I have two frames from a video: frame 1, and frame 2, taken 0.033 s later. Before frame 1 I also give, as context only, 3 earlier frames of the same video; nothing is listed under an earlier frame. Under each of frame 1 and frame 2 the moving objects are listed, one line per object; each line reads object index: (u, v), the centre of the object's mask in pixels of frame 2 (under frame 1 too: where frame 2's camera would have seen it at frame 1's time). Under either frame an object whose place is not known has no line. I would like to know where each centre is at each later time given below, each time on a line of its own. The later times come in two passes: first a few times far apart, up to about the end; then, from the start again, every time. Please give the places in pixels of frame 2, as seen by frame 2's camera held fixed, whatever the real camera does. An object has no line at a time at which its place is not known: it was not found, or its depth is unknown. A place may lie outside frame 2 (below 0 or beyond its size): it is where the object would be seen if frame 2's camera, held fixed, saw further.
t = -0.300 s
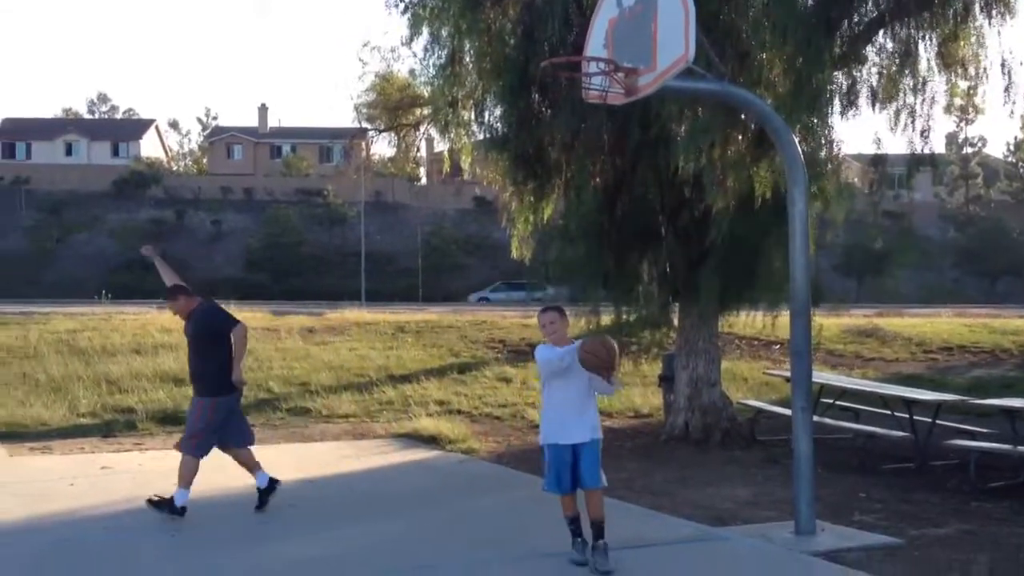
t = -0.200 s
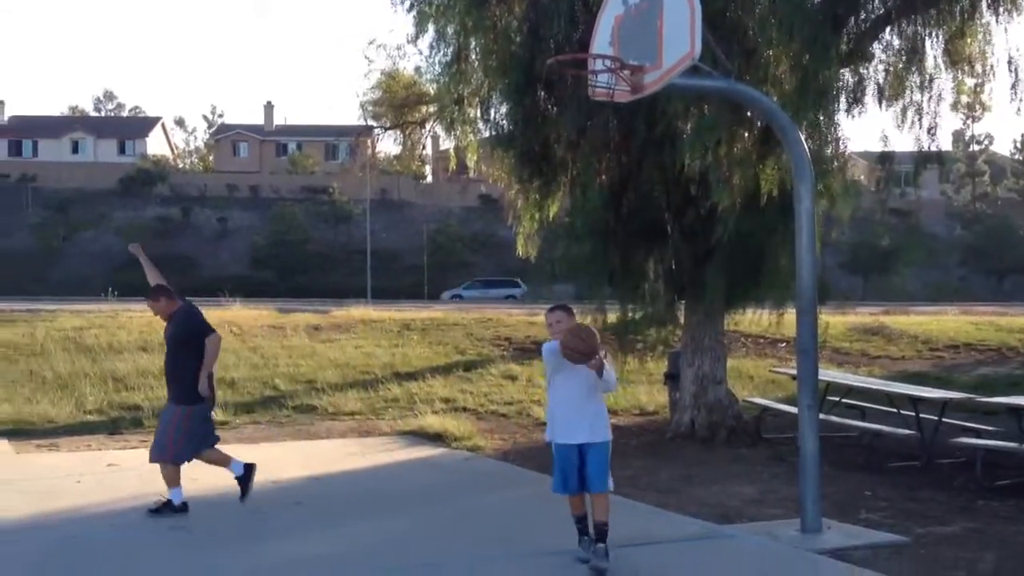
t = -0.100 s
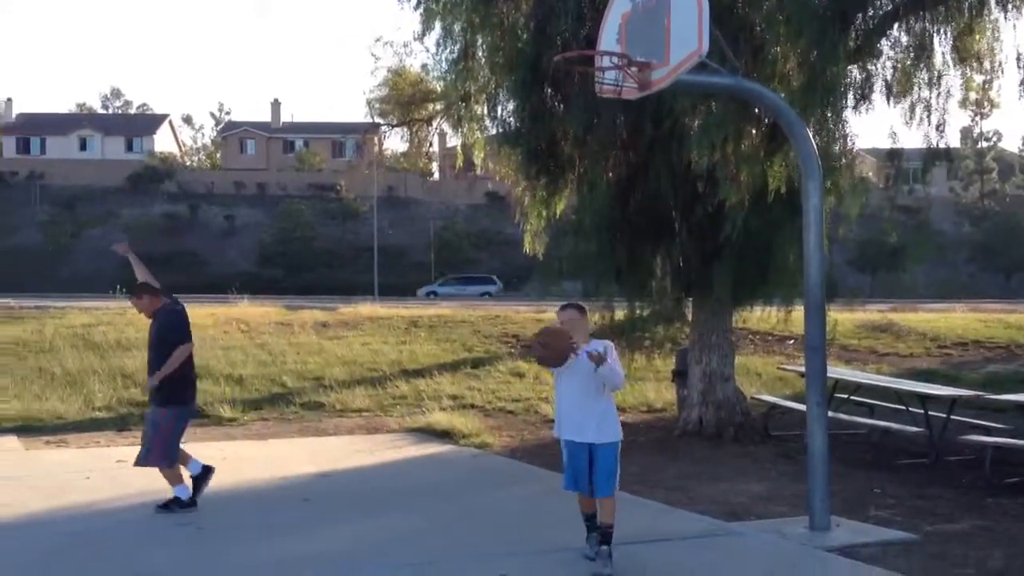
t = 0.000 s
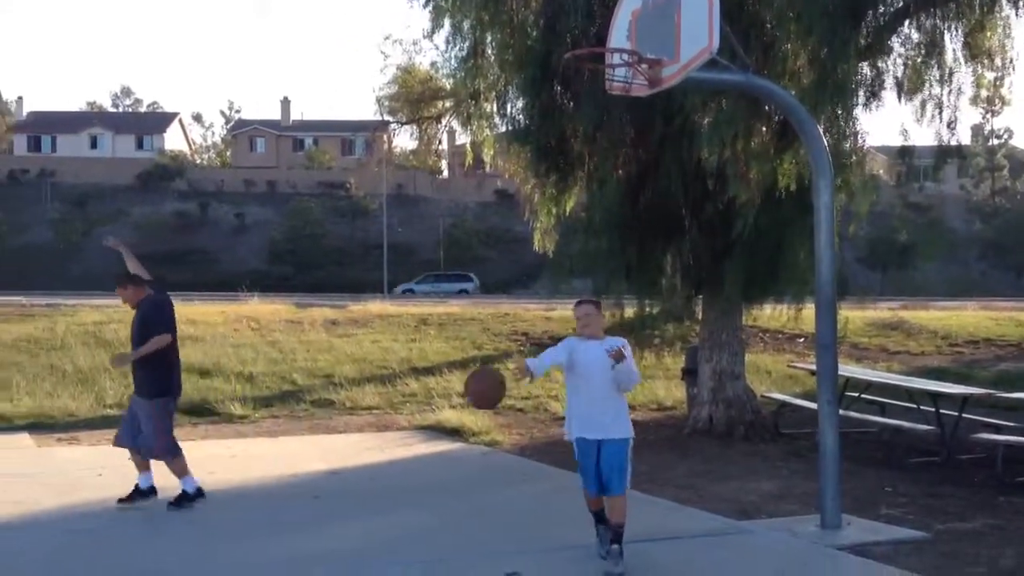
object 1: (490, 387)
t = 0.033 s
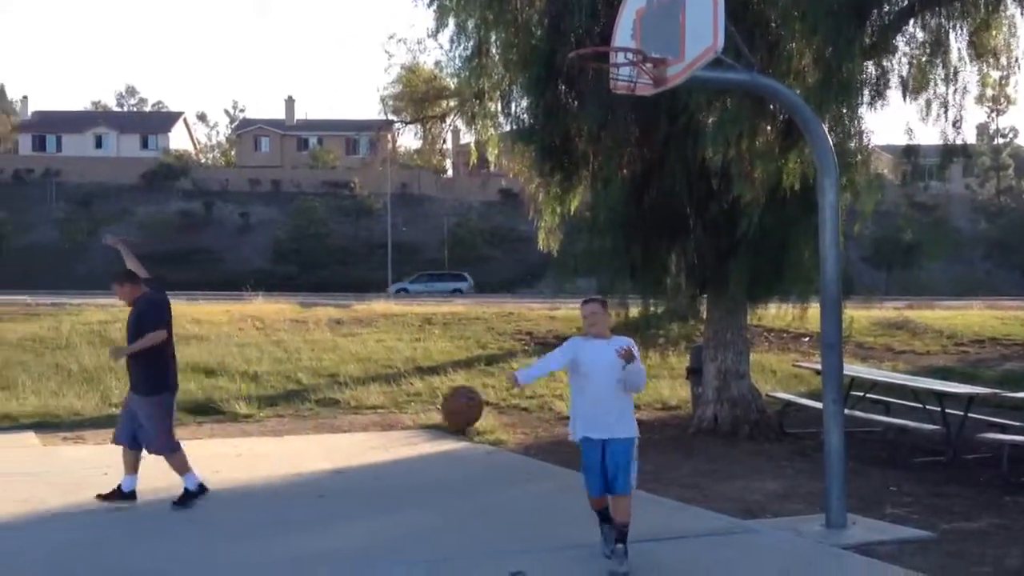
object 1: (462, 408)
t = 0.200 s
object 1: (323, 538)
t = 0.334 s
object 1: (259, 491)
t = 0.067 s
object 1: (434, 429)
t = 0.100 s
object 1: (406, 452)
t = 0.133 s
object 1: (379, 479)
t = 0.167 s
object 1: (351, 507)
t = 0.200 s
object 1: (323, 538)
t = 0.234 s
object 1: (301, 556)
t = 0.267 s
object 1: (286, 532)
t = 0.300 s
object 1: (273, 511)
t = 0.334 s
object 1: (259, 491)
